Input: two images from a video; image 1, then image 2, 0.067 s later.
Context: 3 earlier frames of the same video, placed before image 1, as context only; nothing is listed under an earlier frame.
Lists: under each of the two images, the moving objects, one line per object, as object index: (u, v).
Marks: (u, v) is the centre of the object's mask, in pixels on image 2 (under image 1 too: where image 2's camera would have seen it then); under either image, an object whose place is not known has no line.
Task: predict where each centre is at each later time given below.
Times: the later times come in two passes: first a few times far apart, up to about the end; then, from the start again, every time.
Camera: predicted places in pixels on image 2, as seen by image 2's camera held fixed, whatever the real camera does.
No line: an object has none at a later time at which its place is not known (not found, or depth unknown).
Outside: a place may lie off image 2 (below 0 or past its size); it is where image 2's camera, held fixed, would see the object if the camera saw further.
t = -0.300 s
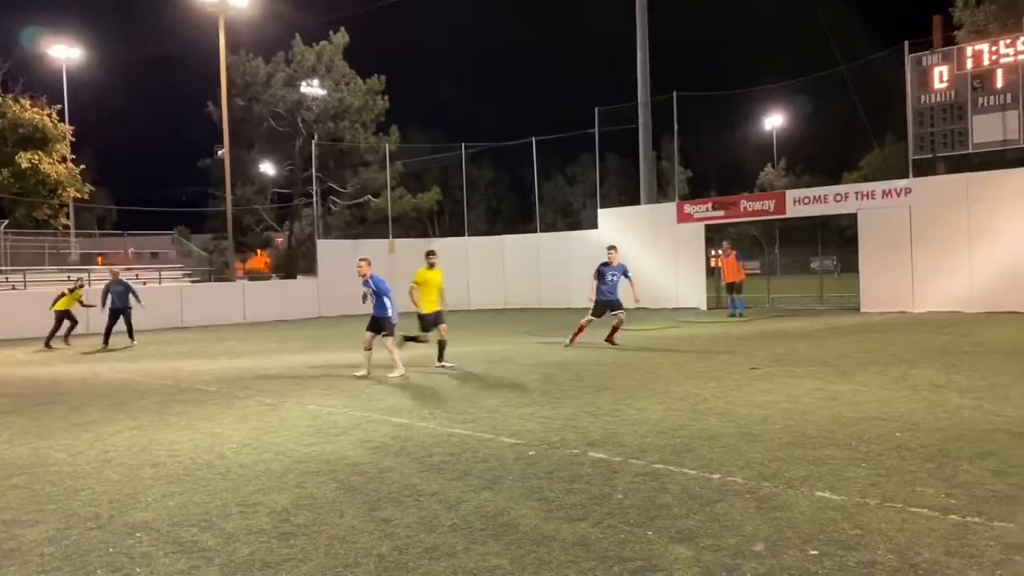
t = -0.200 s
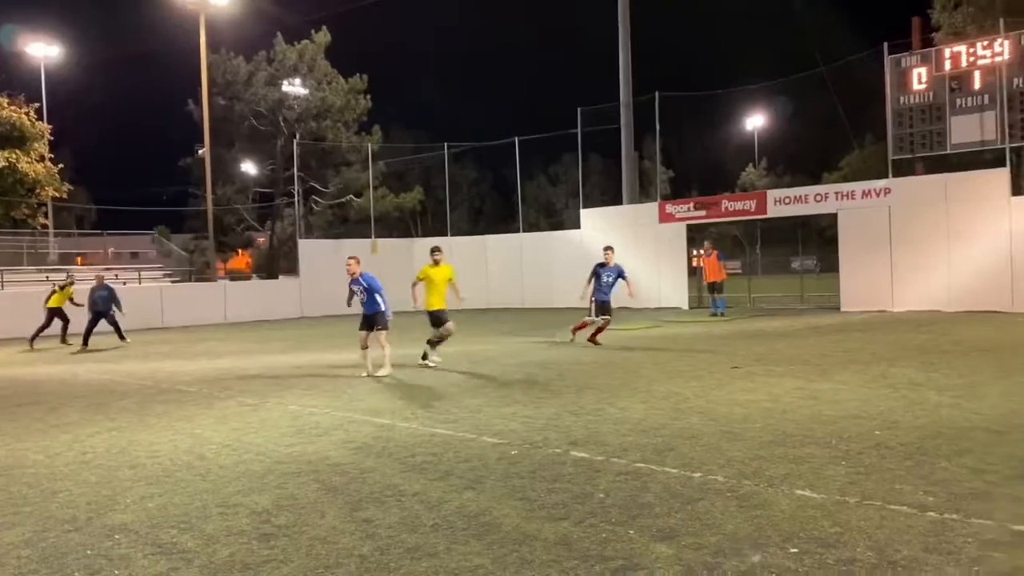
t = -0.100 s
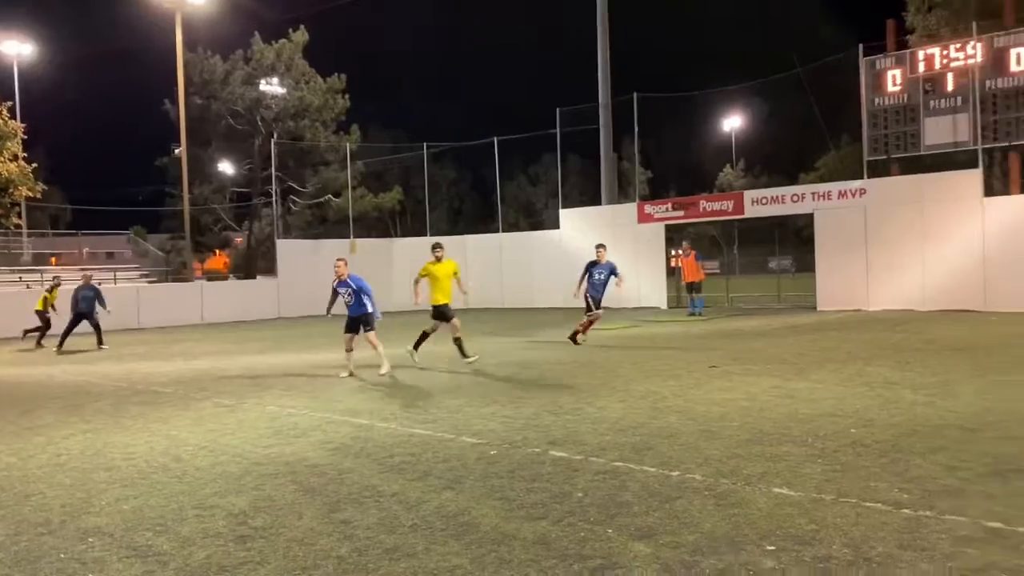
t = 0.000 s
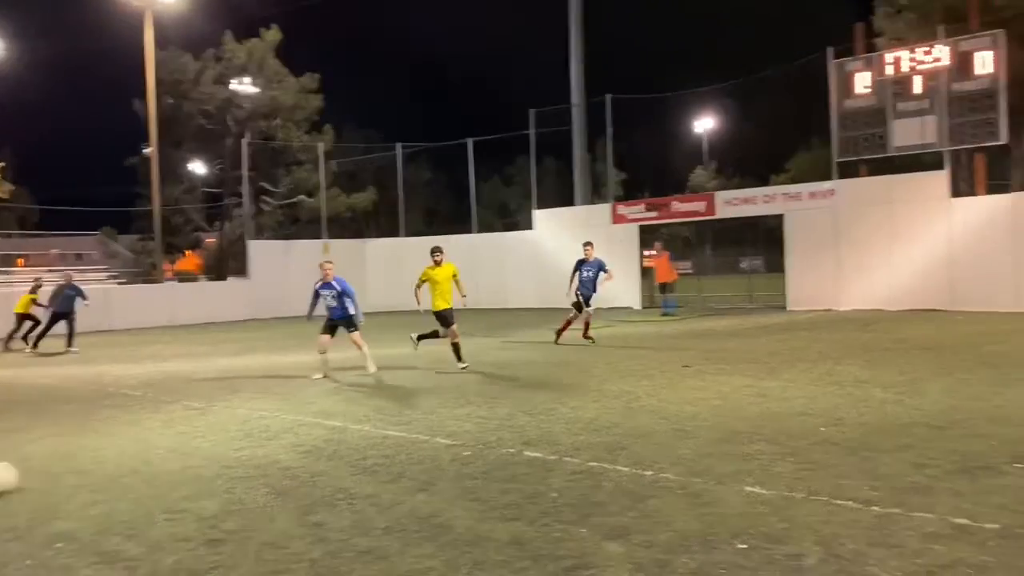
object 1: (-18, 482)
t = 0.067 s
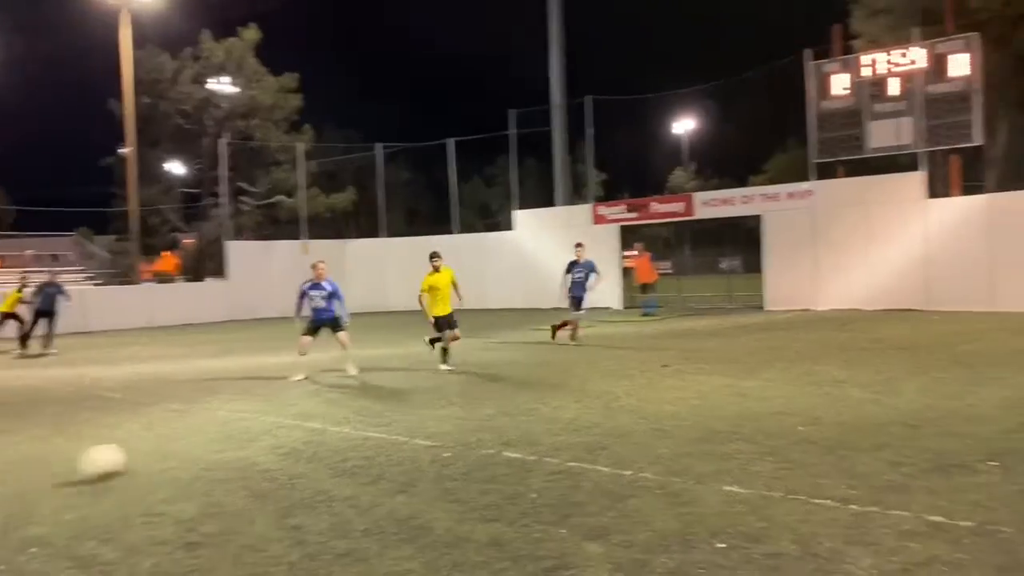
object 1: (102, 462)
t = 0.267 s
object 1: (401, 413)
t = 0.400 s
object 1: (541, 402)
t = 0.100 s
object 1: (163, 452)
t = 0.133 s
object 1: (220, 447)
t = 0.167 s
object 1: (271, 437)
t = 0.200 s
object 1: (317, 426)
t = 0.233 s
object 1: (360, 419)
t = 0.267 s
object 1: (401, 413)
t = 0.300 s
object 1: (439, 408)
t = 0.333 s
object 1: (476, 405)
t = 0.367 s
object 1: (510, 404)
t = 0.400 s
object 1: (541, 402)
